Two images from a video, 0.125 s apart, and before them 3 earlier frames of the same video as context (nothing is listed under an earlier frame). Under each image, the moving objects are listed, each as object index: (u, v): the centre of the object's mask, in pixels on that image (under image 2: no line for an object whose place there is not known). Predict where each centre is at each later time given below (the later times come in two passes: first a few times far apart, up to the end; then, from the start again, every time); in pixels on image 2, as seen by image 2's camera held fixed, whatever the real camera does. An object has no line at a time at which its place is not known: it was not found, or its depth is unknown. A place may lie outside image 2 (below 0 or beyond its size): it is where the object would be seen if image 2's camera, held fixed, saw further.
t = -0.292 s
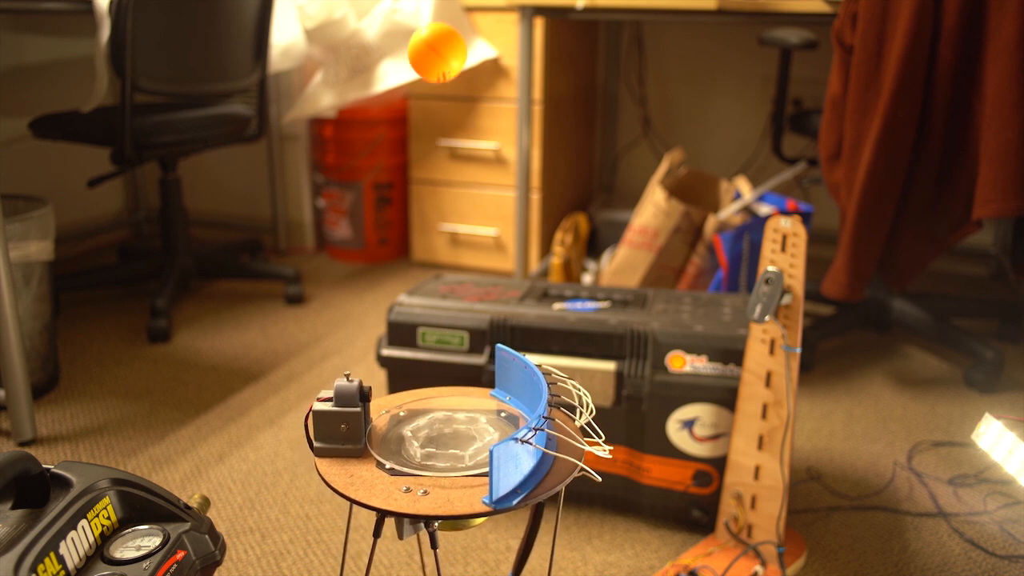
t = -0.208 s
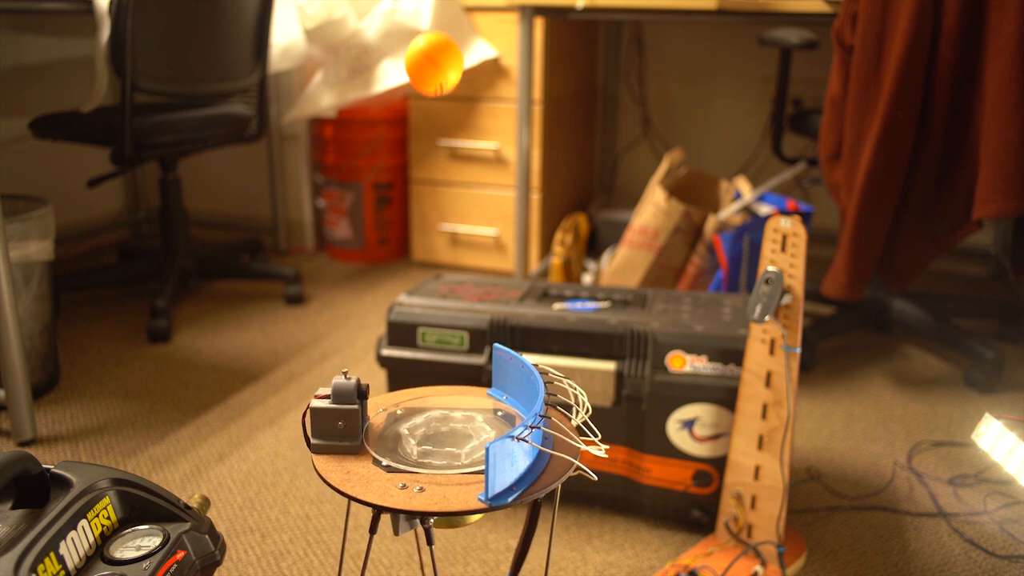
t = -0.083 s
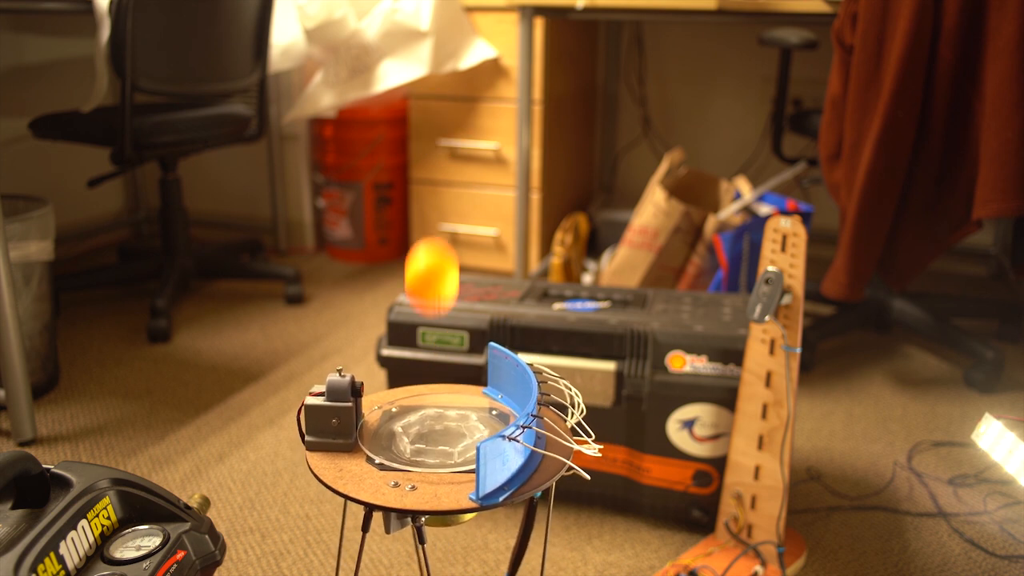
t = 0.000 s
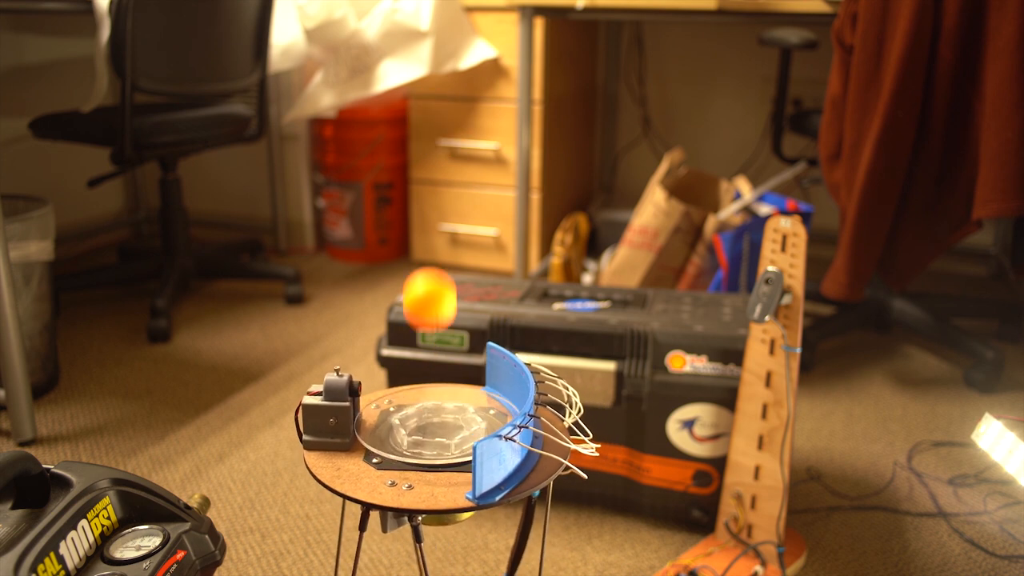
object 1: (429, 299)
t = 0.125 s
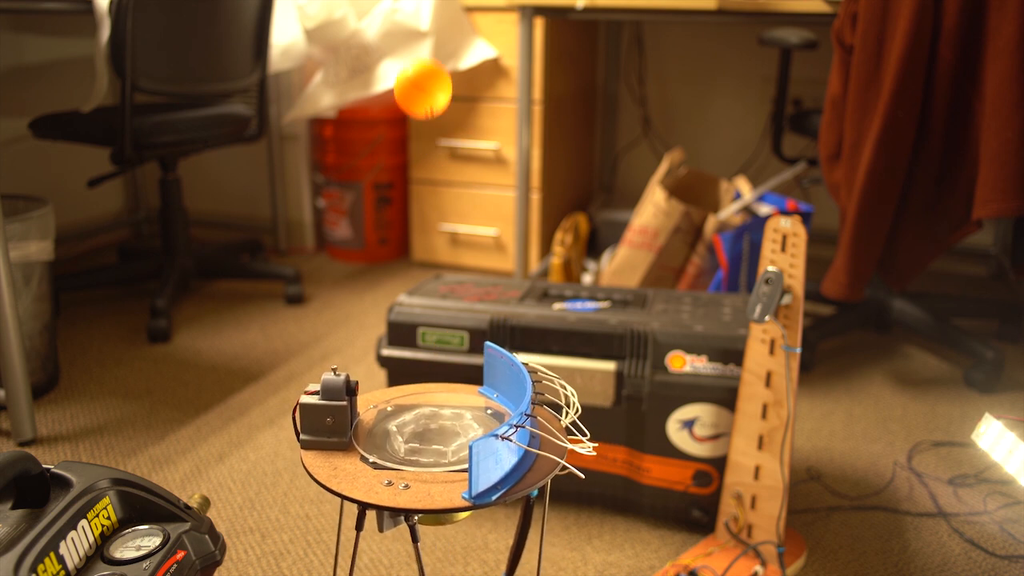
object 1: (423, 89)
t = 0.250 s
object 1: (421, 62)
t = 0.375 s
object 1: (422, 270)
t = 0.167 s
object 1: (421, 55)
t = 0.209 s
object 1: (421, 46)
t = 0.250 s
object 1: (421, 62)
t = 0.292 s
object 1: (421, 107)
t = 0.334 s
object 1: (421, 176)
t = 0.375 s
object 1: (422, 270)
